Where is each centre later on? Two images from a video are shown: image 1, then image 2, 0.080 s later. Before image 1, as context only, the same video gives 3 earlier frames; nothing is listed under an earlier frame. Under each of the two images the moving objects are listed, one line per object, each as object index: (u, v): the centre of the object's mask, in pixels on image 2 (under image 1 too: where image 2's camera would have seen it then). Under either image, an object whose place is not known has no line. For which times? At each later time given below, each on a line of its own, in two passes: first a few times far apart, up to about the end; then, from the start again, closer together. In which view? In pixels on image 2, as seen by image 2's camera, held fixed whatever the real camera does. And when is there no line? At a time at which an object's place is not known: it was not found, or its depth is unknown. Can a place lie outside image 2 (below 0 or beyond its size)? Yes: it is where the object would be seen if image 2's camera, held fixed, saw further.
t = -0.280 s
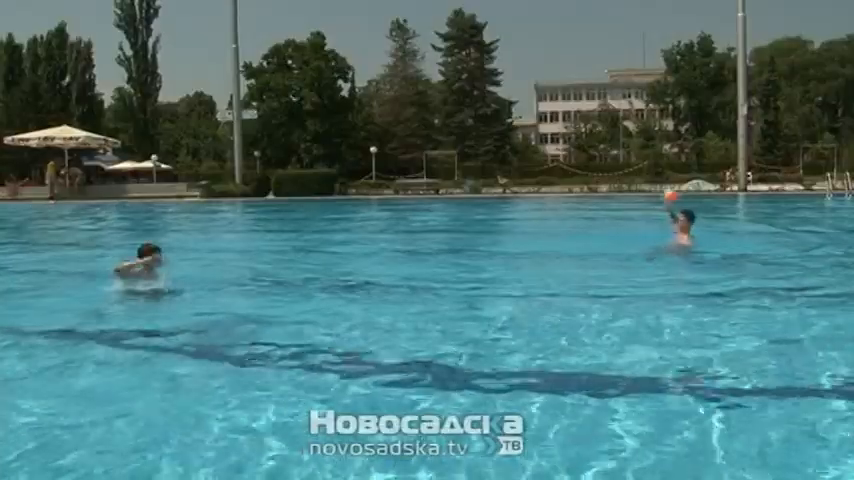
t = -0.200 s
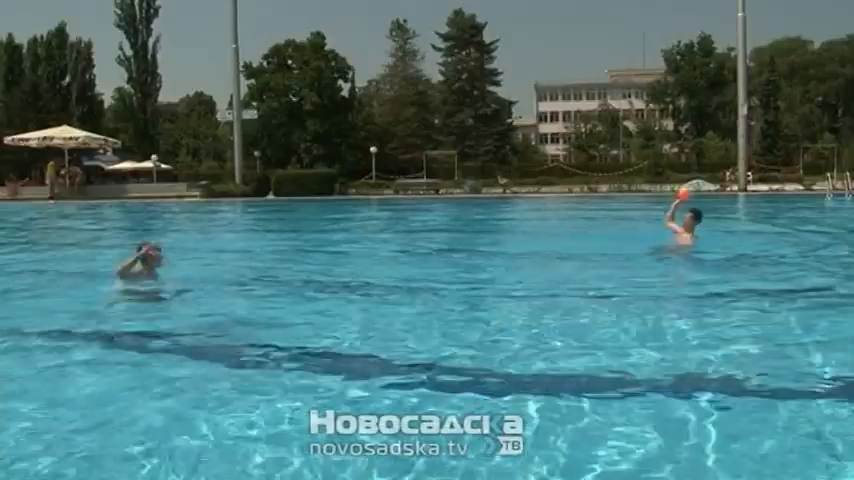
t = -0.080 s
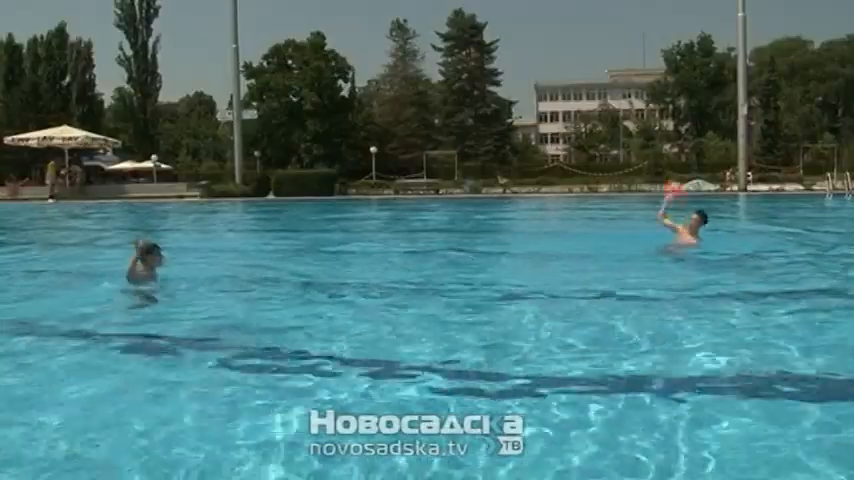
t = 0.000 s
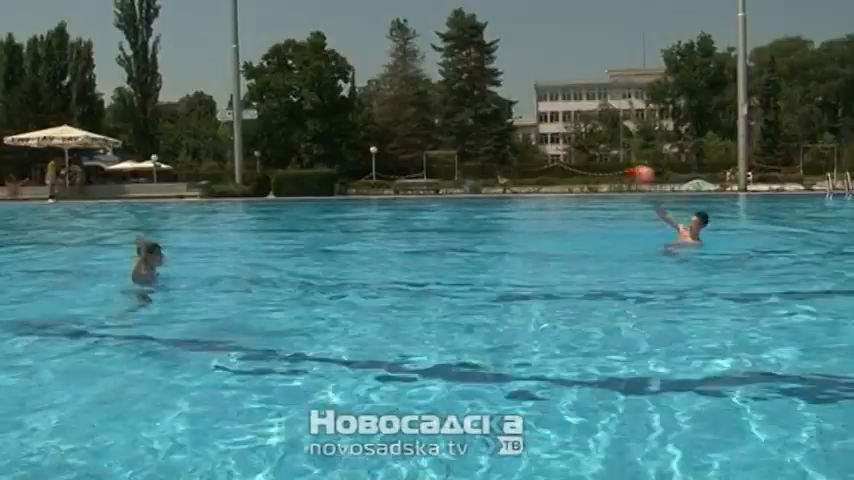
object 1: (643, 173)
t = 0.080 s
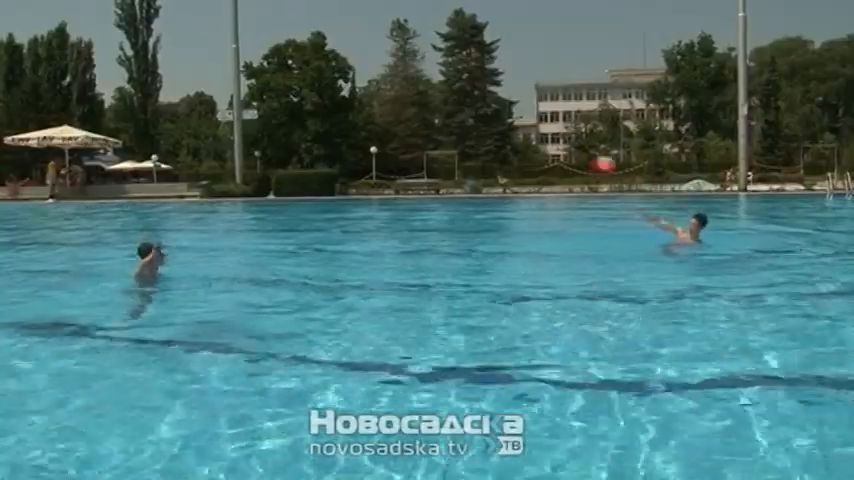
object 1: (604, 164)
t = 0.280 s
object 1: (505, 166)
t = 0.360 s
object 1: (465, 176)
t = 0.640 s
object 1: (318, 265)
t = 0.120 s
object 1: (584, 161)
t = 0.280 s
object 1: (505, 166)
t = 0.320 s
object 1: (484, 170)
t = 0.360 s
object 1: (465, 176)
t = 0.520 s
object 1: (382, 218)
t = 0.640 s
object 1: (318, 265)
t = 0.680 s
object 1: (308, 267)
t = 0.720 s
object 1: (303, 267)
